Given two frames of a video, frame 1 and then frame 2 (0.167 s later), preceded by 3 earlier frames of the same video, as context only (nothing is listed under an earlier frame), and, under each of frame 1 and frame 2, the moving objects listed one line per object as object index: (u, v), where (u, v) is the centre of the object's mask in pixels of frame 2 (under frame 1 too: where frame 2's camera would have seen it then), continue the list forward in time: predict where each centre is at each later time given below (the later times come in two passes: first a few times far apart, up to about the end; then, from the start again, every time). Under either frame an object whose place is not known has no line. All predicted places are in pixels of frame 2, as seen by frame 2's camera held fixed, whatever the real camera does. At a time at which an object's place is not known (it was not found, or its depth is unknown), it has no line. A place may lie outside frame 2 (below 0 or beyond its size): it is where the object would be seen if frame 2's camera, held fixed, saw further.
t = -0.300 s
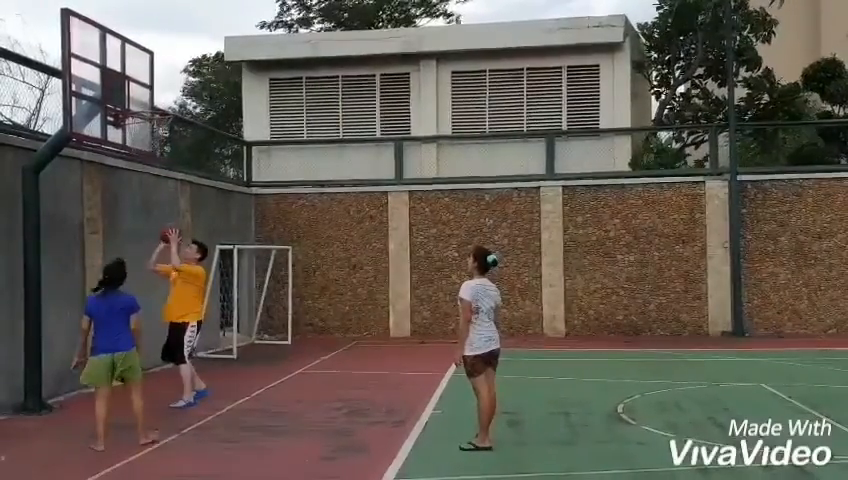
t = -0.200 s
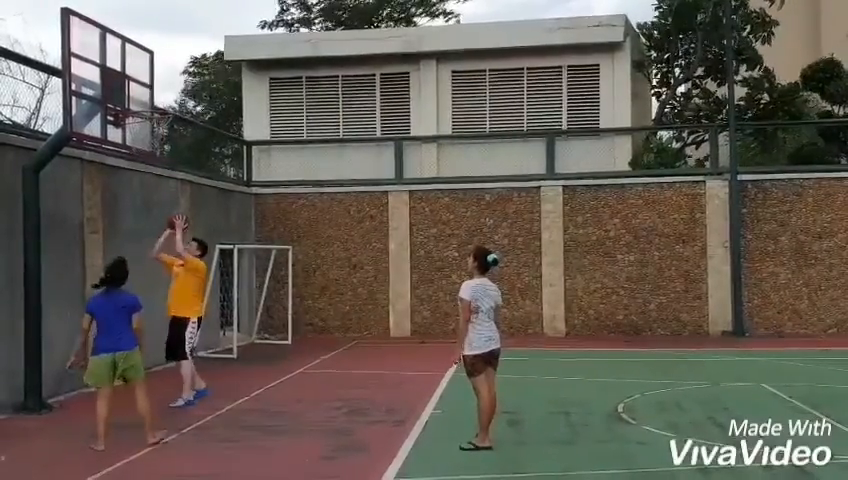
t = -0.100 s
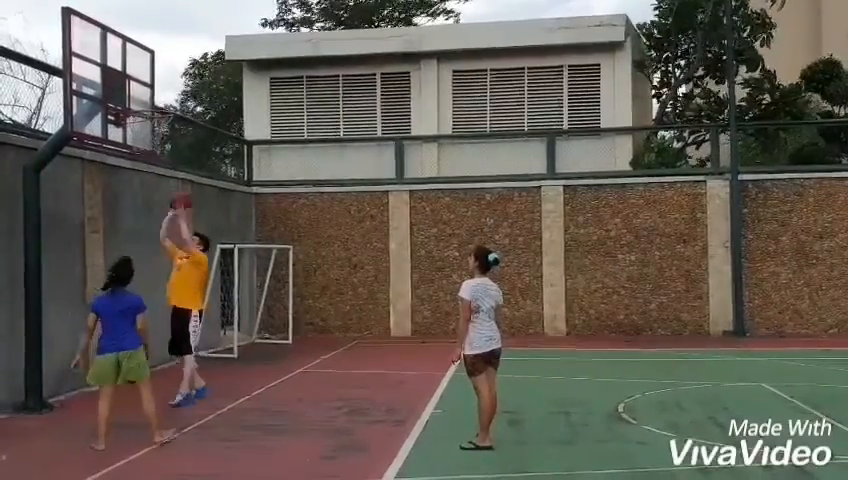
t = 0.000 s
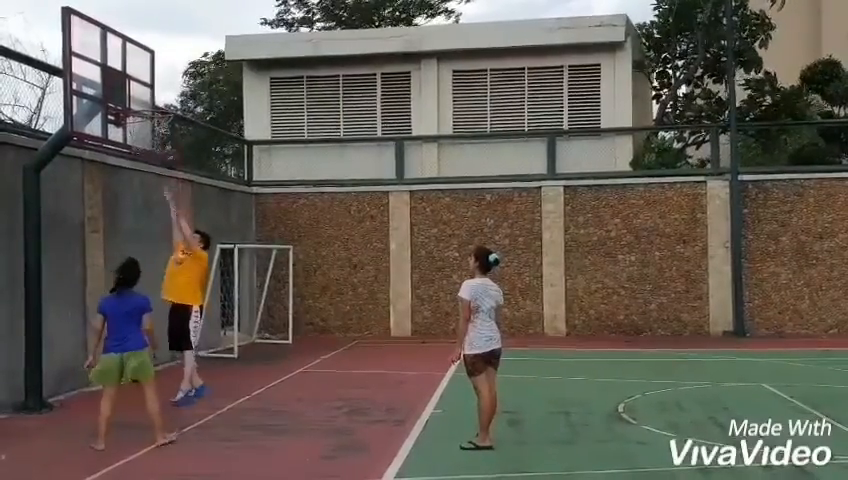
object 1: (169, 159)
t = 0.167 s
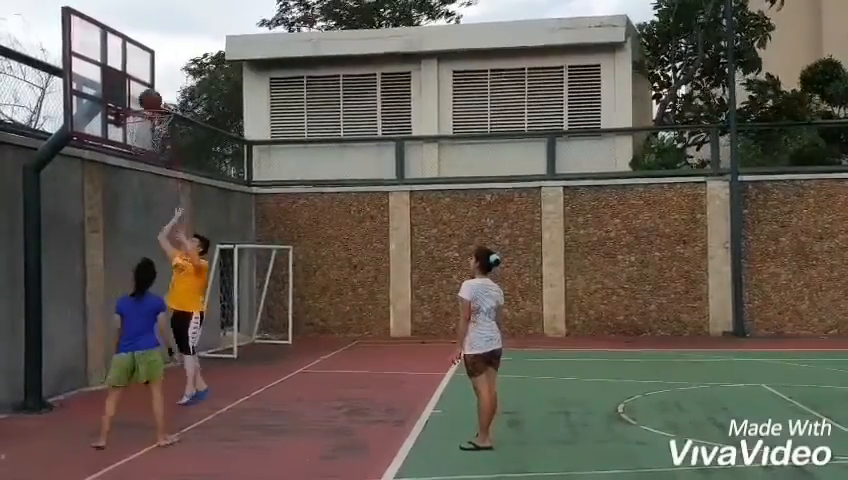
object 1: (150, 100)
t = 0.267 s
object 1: (138, 75)
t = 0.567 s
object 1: (136, 73)
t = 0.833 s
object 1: (149, 100)
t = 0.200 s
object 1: (146, 91)
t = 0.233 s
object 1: (141, 82)
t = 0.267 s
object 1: (138, 75)
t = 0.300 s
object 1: (134, 68)
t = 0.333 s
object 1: (133, 65)
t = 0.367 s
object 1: (133, 63)
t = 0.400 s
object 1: (133, 62)
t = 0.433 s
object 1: (133, 62)
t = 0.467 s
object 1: (134, 63)
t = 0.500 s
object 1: (135, 66)
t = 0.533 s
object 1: (135, 69)
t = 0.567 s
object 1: (136, 73)
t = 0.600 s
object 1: (137, 79)
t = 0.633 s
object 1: (137, 85)
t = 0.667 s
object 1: (138, 92)
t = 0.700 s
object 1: (137, 102)
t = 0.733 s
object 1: (139, 100)
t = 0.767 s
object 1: (142, 99)
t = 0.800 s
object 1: (146, 99)
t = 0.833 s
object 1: (149, 100)
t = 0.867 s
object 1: (152, 103)
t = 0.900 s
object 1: (155, 105)
